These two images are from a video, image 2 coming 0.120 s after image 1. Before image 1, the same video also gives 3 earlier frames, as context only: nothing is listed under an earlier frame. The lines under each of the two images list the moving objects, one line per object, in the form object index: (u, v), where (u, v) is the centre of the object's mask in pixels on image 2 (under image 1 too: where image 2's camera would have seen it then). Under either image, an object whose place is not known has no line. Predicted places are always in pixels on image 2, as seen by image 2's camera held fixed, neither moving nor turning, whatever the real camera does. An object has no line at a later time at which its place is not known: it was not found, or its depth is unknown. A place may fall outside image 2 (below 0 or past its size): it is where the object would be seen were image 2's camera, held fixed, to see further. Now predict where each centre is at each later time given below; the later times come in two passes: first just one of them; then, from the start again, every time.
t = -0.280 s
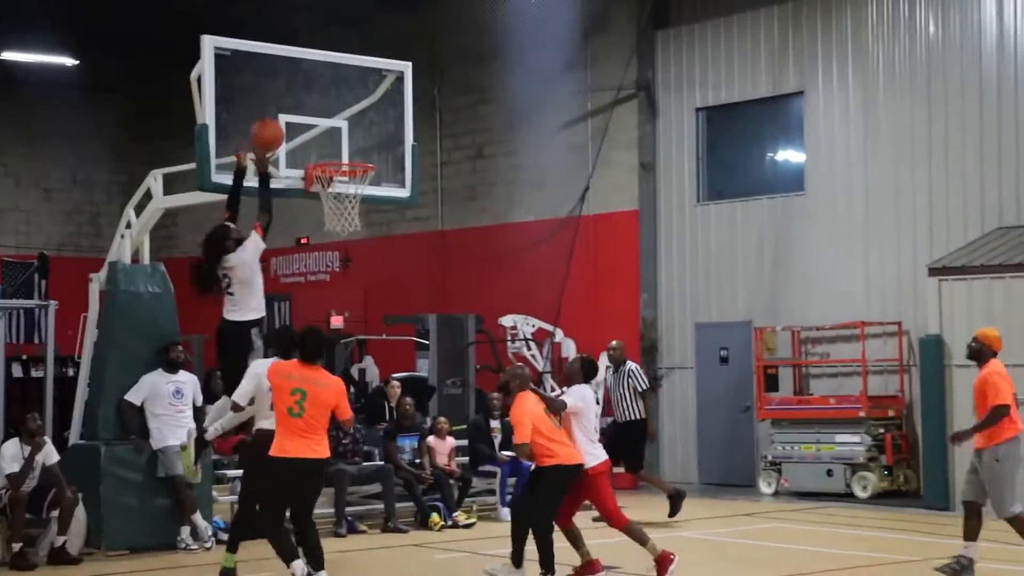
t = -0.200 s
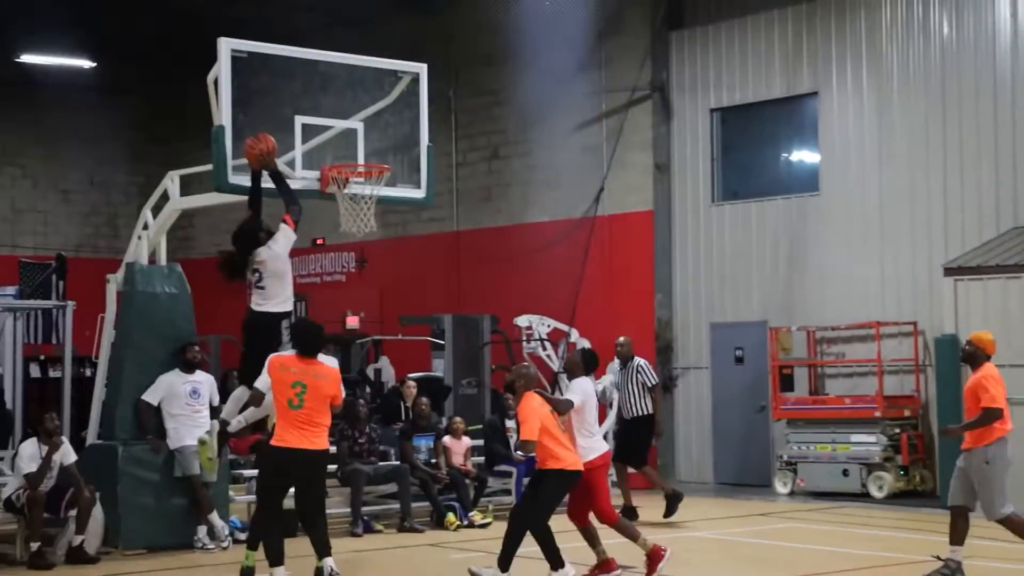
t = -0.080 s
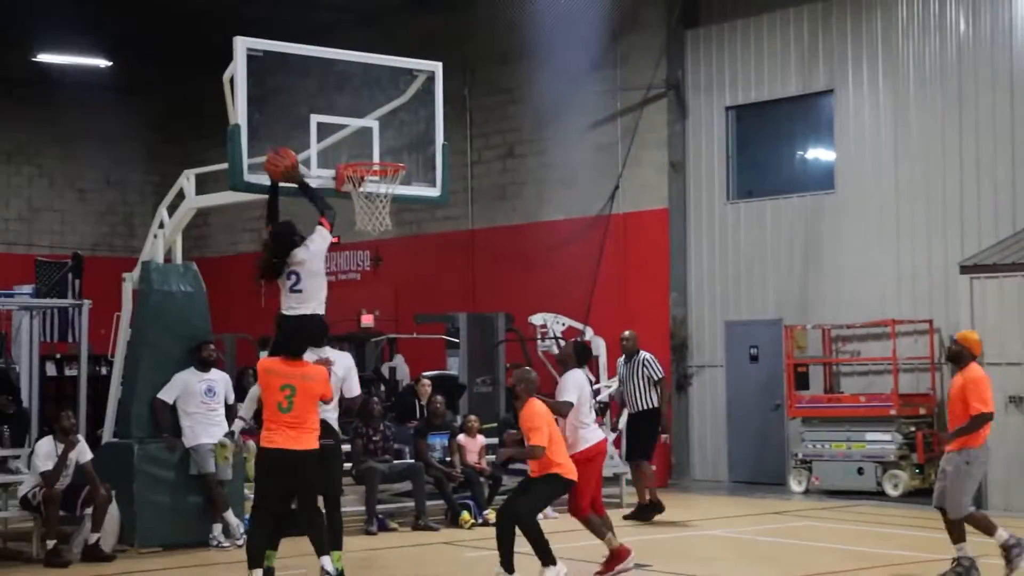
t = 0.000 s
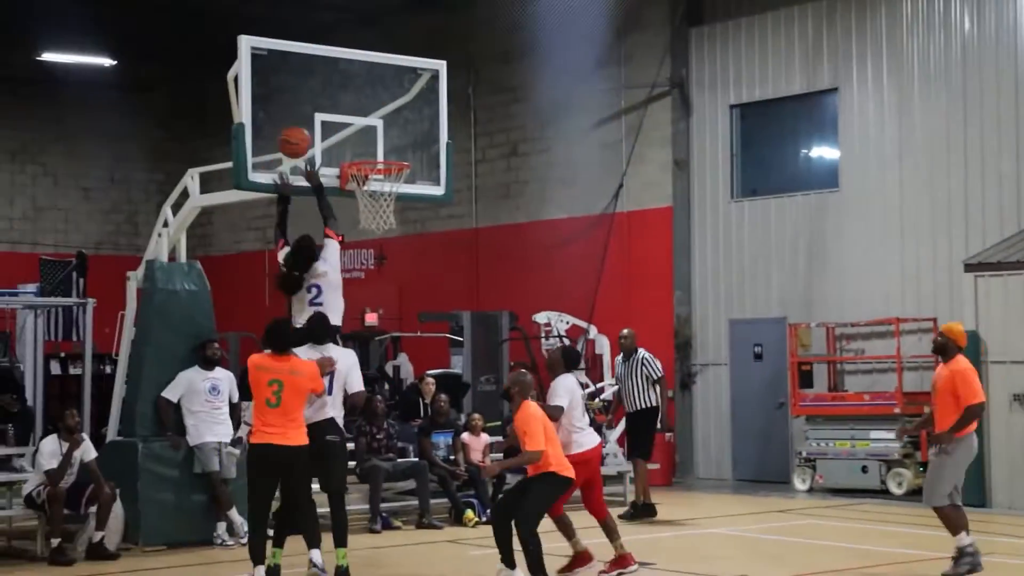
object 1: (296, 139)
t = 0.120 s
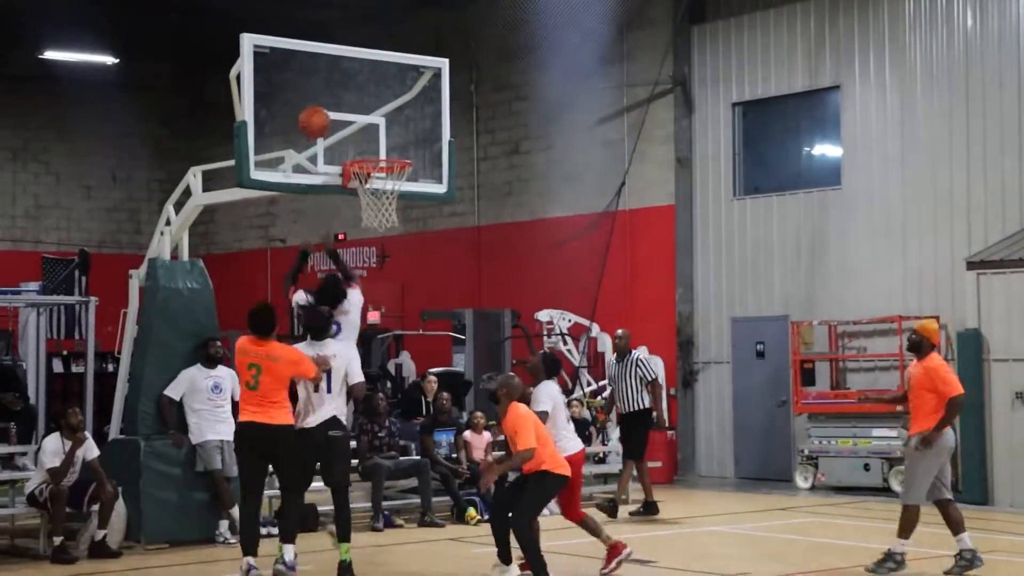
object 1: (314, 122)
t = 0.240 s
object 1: (339, 126)
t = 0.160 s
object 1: (323, 121)
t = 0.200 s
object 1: (331, 123)
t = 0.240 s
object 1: (339, 126)
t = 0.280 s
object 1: (347, 132)
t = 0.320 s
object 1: (355, 139)
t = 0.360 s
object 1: (363, 148)
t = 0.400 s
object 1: (368, 148)
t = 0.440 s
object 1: (373, 152)
